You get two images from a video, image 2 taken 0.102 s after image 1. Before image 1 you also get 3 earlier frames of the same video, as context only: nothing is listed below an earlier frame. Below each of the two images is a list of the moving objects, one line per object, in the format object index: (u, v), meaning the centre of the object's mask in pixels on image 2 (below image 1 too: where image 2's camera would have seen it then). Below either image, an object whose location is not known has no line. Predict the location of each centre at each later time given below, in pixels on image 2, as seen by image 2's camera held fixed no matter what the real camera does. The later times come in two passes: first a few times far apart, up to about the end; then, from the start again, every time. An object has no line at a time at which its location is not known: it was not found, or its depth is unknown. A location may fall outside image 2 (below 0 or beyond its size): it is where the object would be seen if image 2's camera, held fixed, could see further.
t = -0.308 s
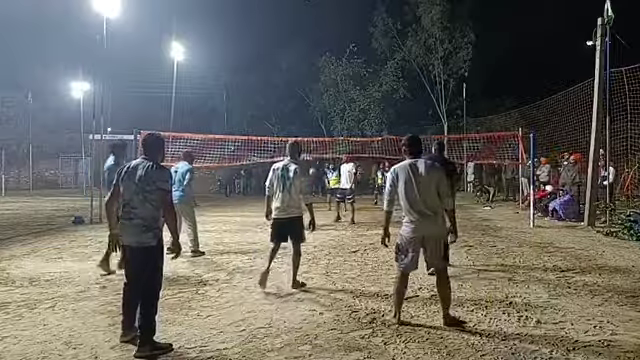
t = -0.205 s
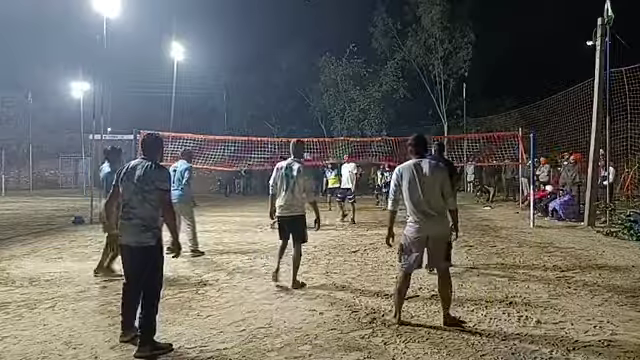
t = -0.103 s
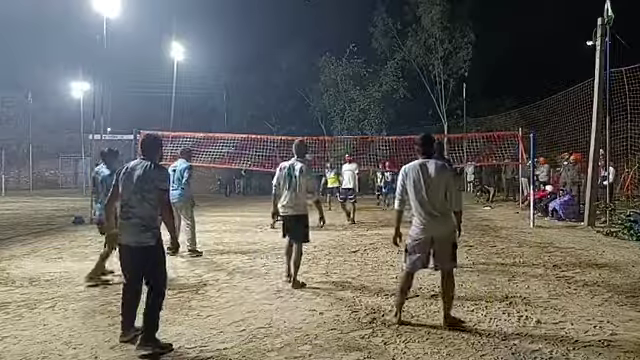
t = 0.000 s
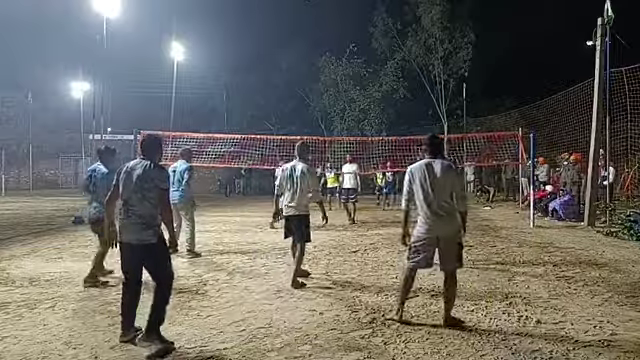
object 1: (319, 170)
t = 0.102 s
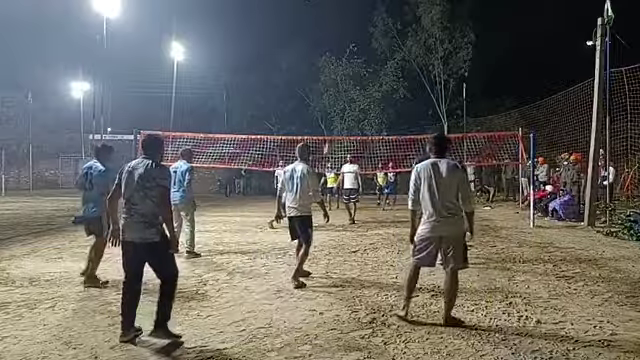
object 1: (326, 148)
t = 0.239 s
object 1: (334, 125)
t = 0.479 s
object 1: (351, 99)
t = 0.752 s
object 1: (370, 100)
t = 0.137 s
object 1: (328, 142)
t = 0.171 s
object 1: (330, 136)
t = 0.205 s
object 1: (331, 131)
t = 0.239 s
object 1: (334, 125)
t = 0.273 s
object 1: (336, 121)
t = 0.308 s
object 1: (338, 116)
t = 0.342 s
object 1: (341, 111)
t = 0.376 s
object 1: (343, 108)
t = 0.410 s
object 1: (346, 105)
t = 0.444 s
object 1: (348, 102)
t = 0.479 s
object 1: (351, 99)
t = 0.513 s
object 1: (353, 98)
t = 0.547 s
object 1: (355, 97)
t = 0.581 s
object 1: (357, 97)
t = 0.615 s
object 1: (360, 96)
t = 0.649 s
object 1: (362, 97)
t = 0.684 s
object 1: (365, 97)
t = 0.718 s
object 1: (367, 98)
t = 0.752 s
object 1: (370, 100)
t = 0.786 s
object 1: (372, 102)
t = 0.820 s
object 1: (375, 105)
